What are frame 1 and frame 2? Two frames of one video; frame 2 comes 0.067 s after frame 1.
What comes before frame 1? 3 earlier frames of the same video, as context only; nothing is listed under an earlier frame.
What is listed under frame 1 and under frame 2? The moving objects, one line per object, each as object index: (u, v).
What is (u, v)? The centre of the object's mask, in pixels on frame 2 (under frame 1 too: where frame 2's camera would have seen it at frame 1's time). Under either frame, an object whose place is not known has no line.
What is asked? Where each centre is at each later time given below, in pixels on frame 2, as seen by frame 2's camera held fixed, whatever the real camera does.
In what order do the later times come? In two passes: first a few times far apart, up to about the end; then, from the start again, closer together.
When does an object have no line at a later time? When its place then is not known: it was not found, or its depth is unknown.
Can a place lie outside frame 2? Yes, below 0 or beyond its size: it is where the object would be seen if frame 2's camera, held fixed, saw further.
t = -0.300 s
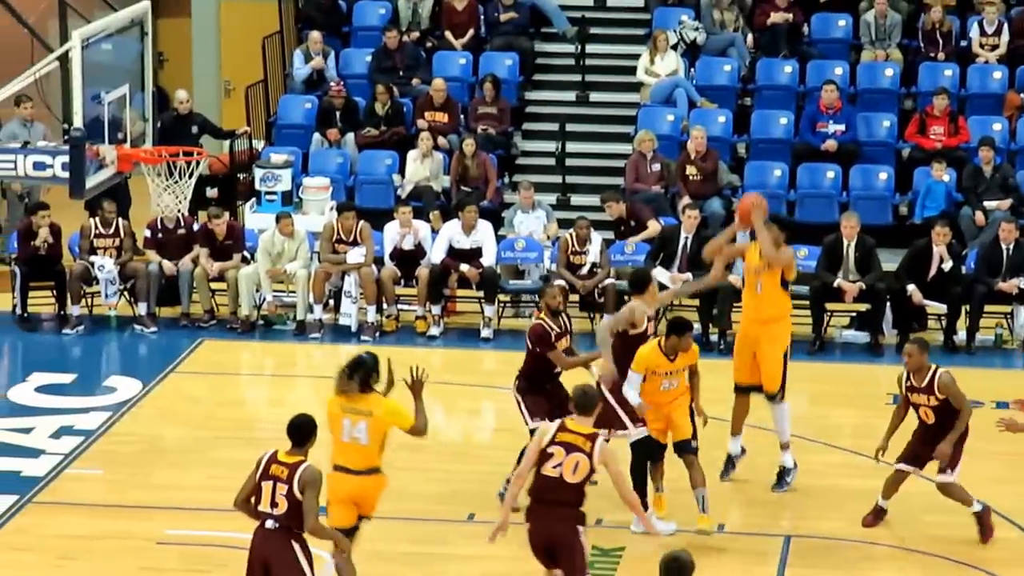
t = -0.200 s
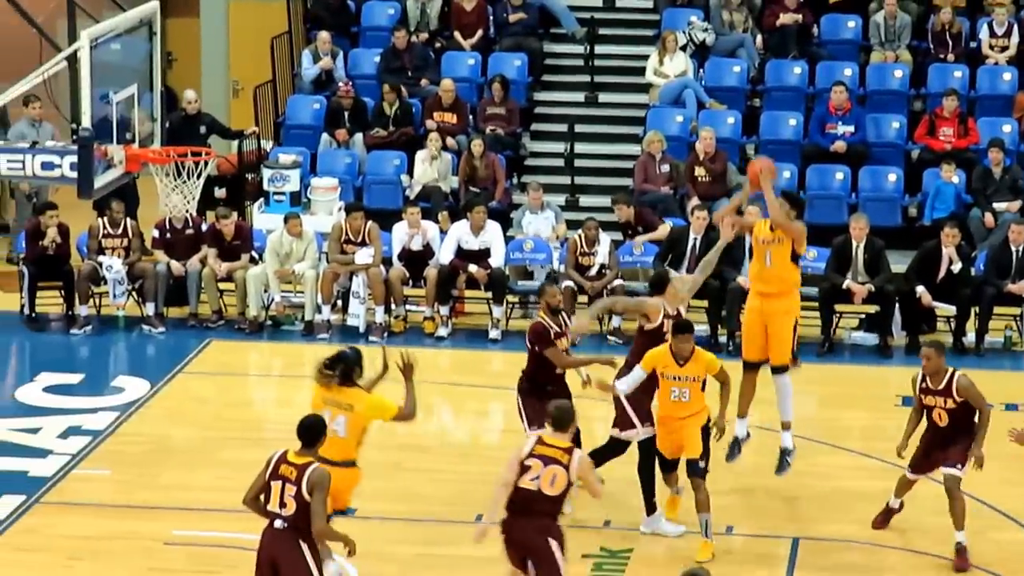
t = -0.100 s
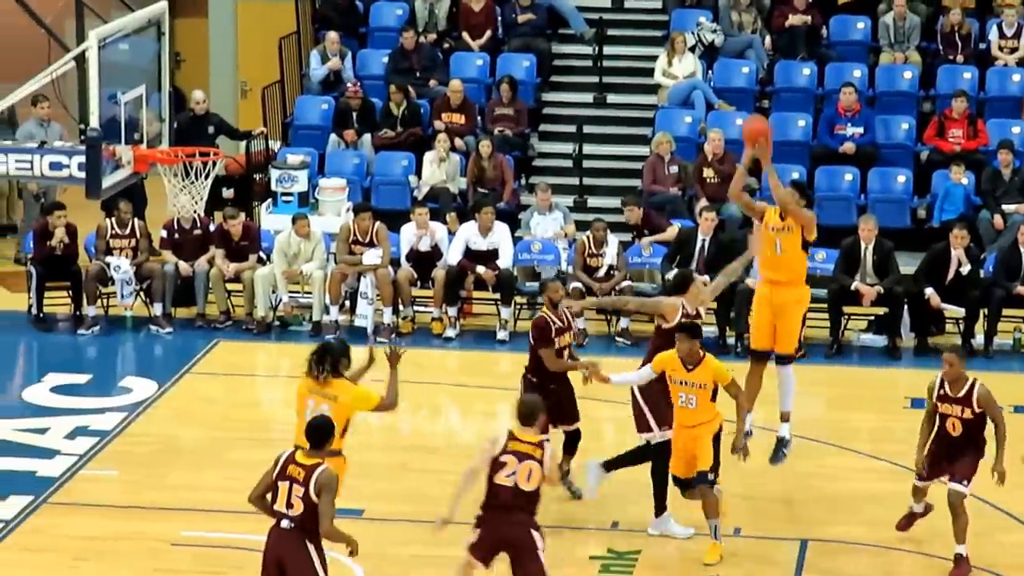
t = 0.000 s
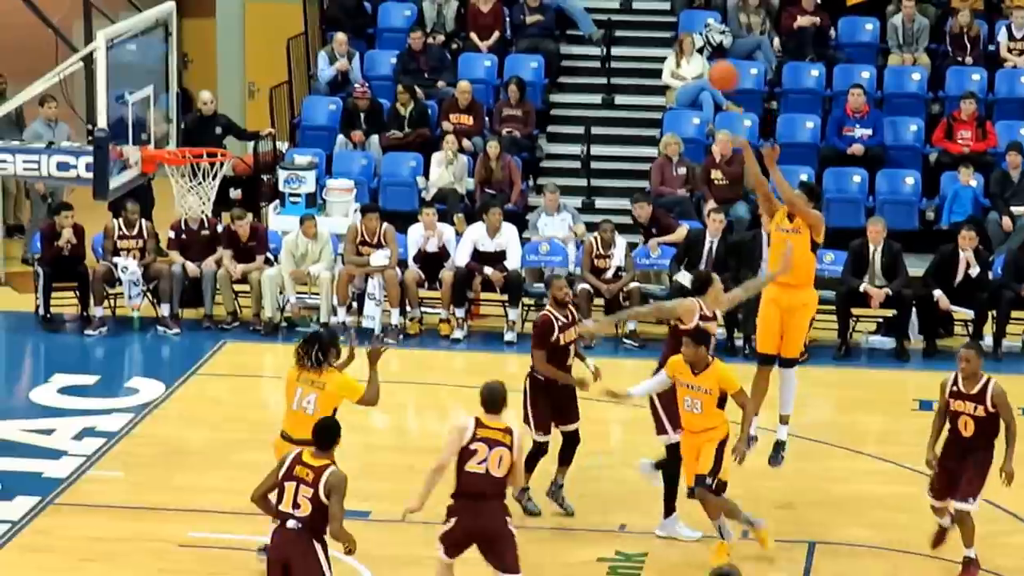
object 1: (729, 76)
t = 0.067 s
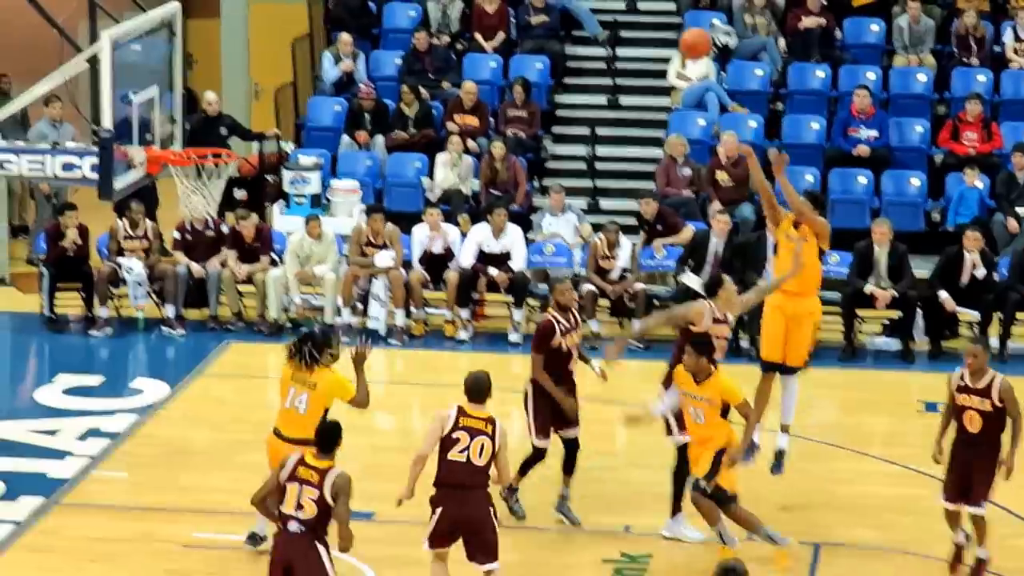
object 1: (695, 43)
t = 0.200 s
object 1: (628, 3)
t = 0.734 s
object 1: (335, 19)
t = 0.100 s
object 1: (678, 29)
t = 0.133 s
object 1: (662, 15)
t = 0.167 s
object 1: (644, 7)
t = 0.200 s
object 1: (628, 3)
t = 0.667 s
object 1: (372, 2)
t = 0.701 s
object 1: (353, 8)
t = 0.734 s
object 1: (335, 19)
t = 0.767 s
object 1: (318, 34)
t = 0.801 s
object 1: (297, 50)
